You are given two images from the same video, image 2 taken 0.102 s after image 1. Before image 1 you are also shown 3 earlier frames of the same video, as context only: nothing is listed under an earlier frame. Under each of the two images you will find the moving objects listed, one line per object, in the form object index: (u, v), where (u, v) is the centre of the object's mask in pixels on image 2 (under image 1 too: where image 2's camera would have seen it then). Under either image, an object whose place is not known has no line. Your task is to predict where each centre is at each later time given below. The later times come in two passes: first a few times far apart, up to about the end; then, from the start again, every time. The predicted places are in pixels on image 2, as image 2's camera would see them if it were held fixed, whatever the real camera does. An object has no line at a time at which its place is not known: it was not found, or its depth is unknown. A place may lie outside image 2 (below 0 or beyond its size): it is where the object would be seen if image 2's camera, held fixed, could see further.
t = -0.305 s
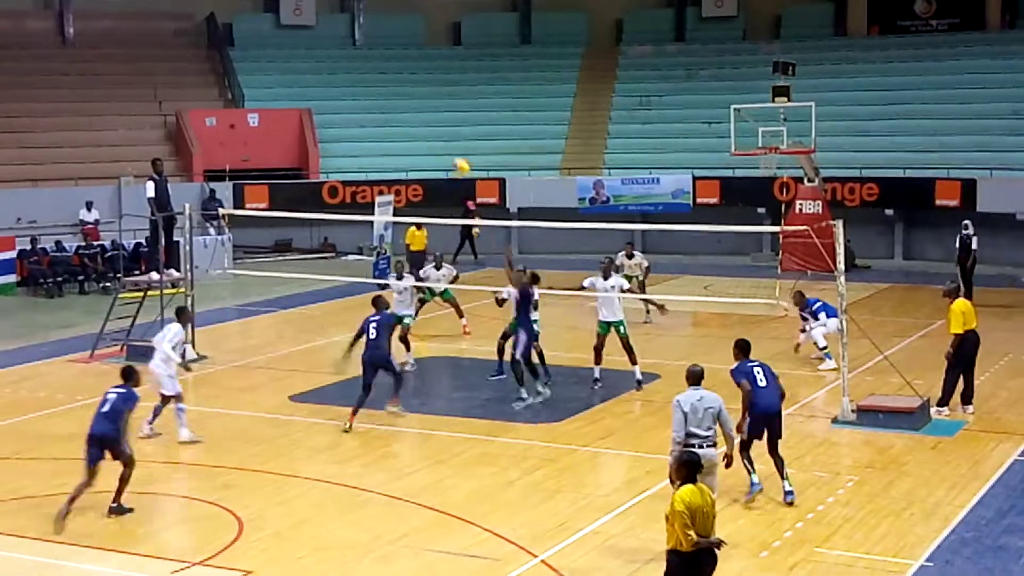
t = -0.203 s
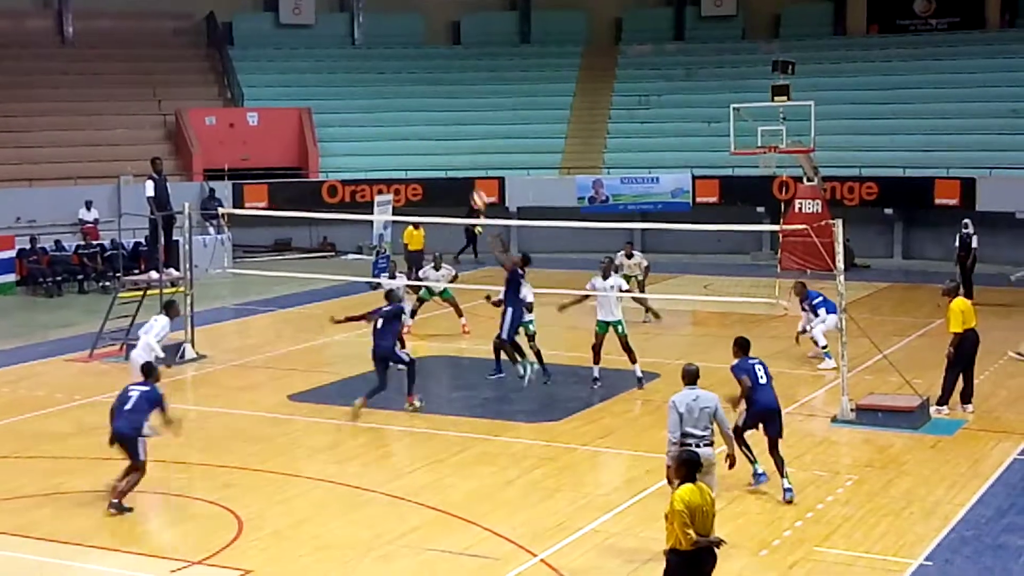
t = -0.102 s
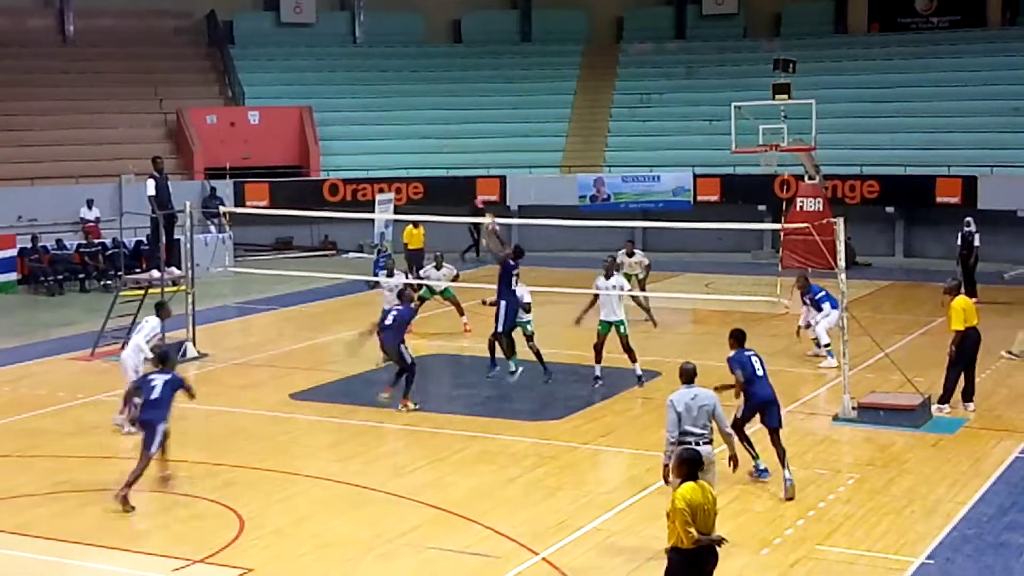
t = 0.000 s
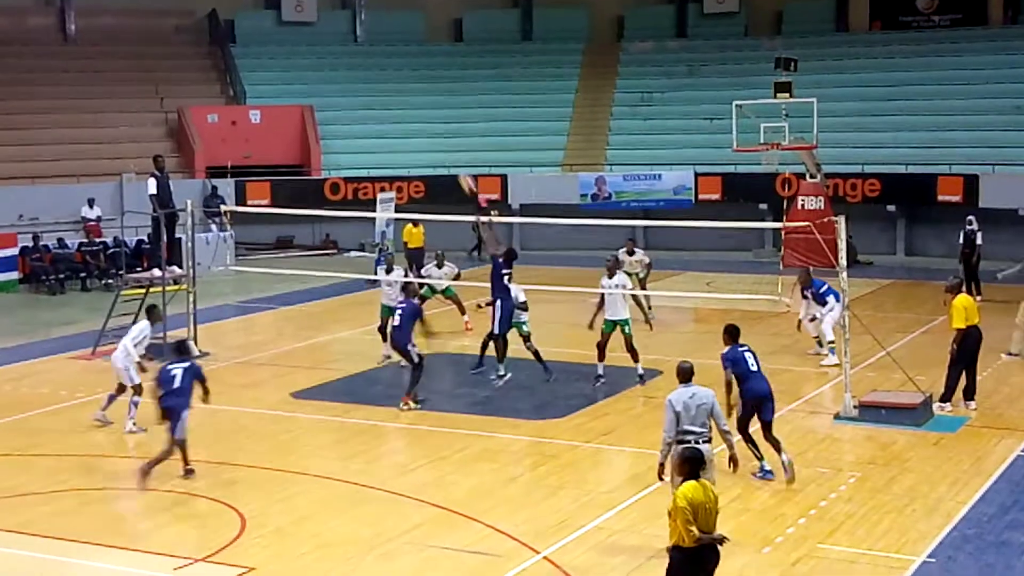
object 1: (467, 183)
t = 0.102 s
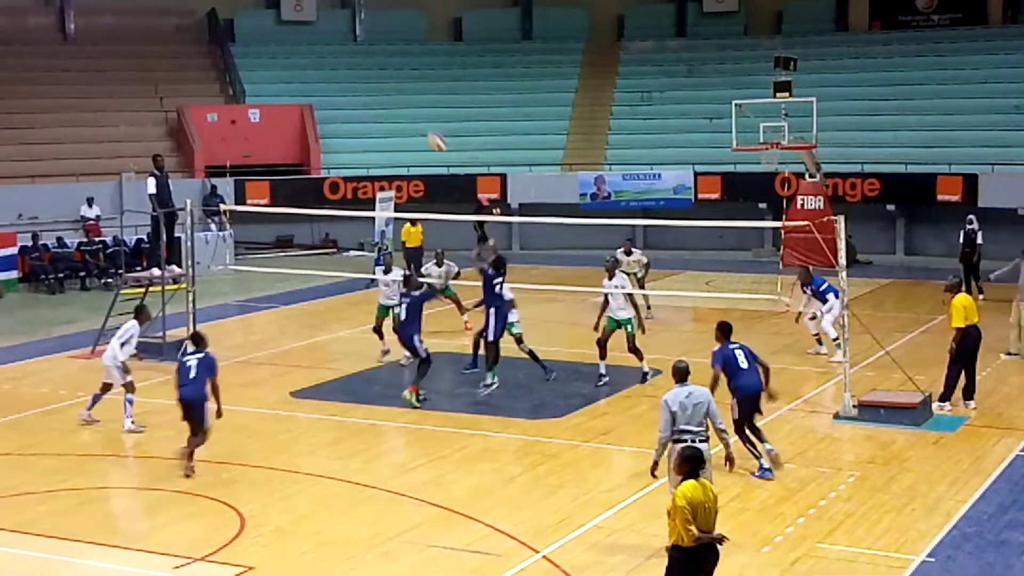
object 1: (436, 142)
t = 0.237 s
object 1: (398, 103)
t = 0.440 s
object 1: (345, 70)
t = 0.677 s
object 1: (288, 68)
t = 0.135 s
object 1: (426, 129)
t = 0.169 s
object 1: (416, 120)
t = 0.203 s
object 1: (407, 111)
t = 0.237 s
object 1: (398, 103)
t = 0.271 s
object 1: (389, 94)
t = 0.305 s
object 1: (380, 87)
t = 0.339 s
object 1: (371, 81)
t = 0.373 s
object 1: (362, 76)
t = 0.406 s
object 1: (354, 72)
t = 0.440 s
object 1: (345, 70)
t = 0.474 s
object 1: (336, 67)
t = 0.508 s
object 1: (328, 66)
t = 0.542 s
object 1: (320, 65)
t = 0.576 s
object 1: (312, 65)
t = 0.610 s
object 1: (304, 65)
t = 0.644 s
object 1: (297, 66)
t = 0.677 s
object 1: (288, 68)
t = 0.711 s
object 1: (281, 72)
